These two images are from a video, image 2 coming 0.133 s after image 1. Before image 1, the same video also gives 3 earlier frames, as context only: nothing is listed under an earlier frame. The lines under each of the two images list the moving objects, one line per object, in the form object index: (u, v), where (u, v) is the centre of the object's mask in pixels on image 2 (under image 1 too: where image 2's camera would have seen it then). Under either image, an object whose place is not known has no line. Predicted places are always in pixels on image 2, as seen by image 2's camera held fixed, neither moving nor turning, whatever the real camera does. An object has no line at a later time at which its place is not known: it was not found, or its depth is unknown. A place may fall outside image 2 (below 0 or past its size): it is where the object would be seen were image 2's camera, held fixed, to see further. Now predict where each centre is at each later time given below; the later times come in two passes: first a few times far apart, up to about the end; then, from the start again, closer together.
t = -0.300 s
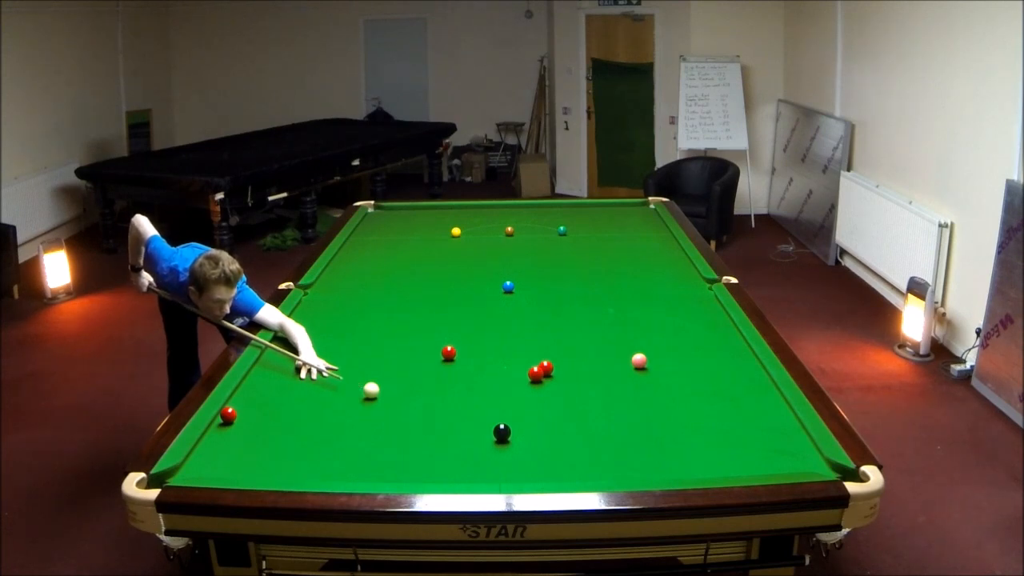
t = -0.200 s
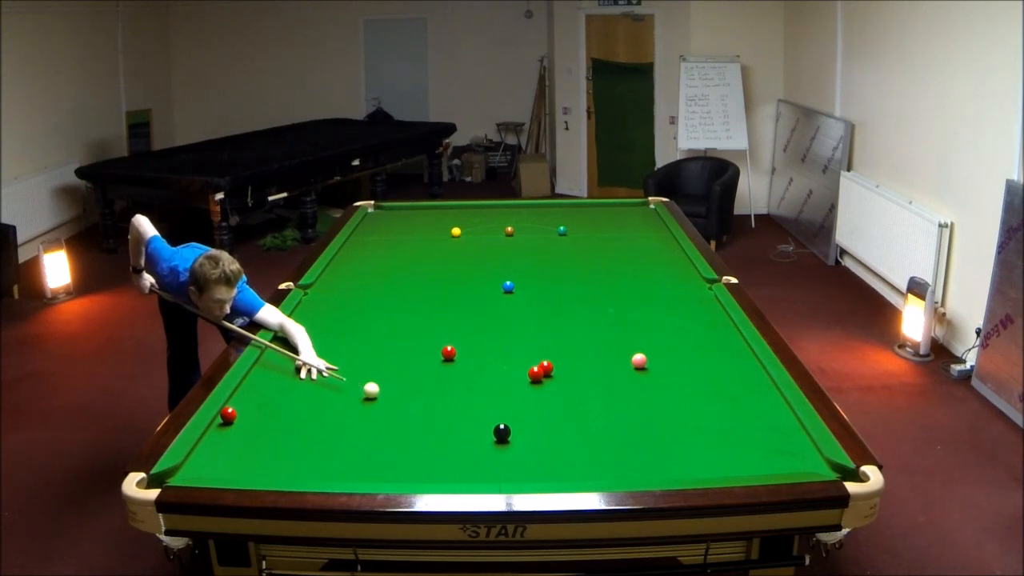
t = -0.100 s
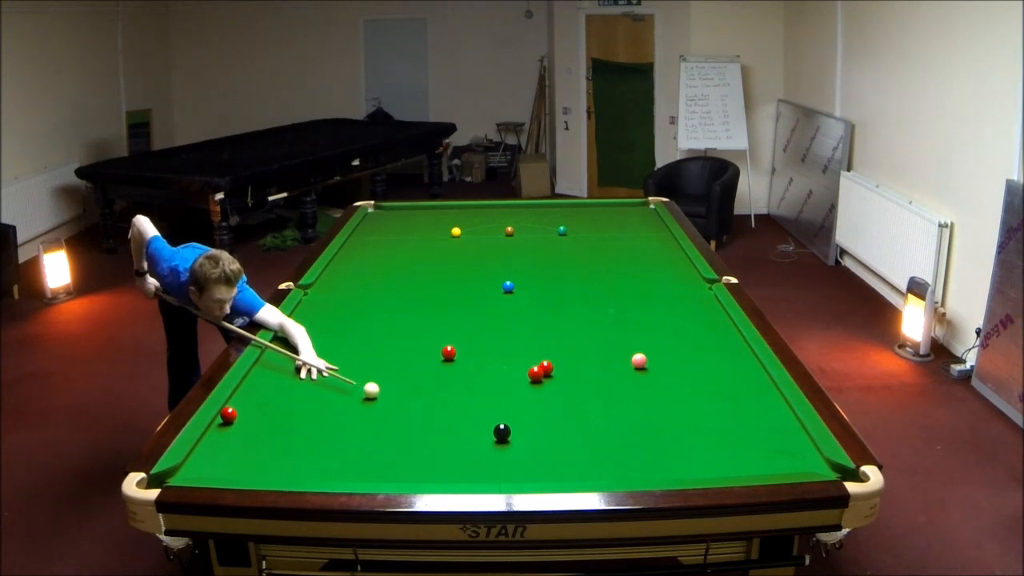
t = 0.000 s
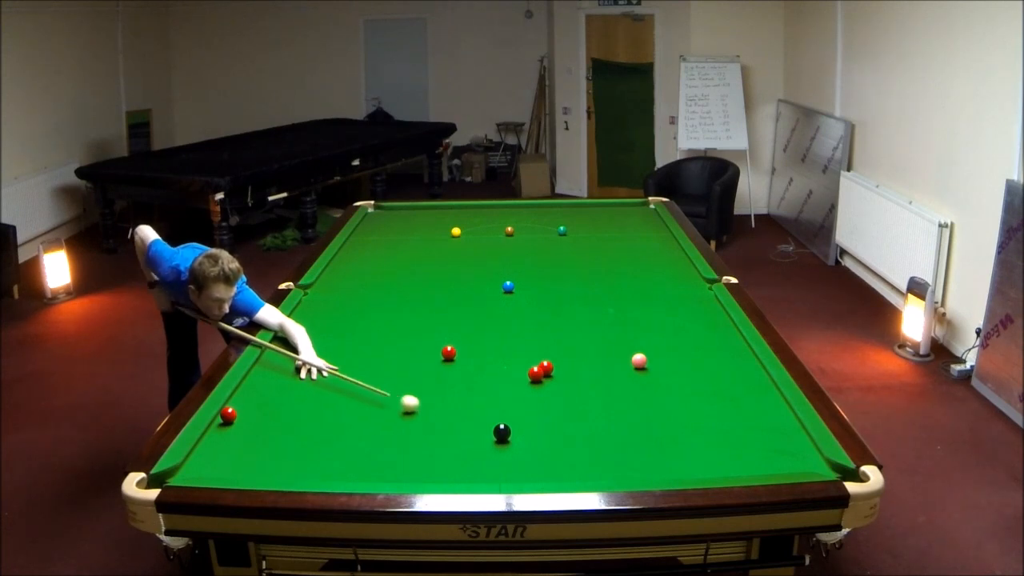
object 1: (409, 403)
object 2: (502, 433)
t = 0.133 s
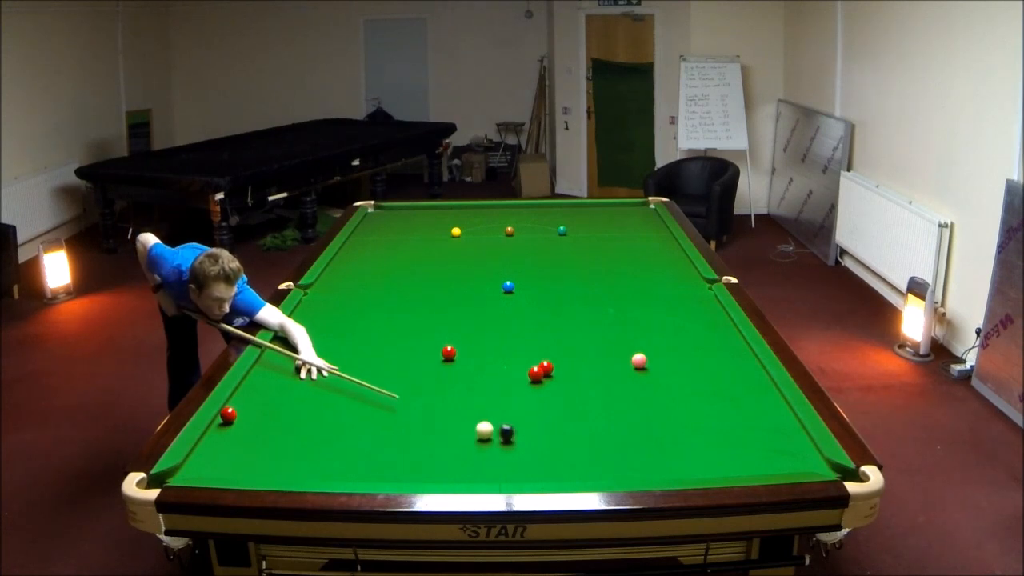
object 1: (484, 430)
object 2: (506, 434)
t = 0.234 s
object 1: (482, 441)
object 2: (570, 443)
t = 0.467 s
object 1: (493, 471)
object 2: (698, 458)
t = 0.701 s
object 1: (500, 468)
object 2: (815, 466)
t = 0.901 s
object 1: (503, 453)
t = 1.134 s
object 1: (506, 437)
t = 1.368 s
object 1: (508, 423)
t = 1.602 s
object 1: (510, 411)
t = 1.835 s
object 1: (512, 400)
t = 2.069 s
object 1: (514, 389)
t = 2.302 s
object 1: (515, 380)
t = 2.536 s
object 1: (517, 372)
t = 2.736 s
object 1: (518, 366)
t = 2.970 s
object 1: (519, 359)
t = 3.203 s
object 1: (521, 353)
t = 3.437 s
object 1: (521, 347)
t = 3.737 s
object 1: (522, 341)
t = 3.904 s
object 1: (523, 338)
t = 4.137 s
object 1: (523, 334)
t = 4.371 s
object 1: (523, 331)
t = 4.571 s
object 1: (524, 329)
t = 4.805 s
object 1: (523, 326)
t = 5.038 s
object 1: (523, 324)
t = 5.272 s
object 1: (523, 322)
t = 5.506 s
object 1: (523, 321)
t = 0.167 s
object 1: (482, 434)
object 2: (528, 437)
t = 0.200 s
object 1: (481, 438)
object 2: (550, 440)
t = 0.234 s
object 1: (482, 441)
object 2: (570, 443)
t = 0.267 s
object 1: (482, 446)
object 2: (591, 445)
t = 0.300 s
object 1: (484, 450)
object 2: (610, 448)
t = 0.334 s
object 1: (486, 454)
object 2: (629, 450)
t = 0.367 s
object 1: (488, 458)
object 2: (647, 452)
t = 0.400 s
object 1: (489, 462)
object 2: (664, 454)
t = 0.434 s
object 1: (491, 467)
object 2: (681, 456)
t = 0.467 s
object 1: (493, 471)
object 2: (698, 458)
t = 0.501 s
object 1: (495, 473)
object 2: (715, 460)
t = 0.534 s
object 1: (497, 476)
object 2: (732, 461)
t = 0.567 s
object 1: (498, 477)
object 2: (749, 463)
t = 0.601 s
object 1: (499, 475)
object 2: (764, 464)
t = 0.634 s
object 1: (499, 473)
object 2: (781, 464)
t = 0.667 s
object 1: (500, 470)
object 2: (798, 465)
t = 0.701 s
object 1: (500, 468)
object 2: (815, 466)
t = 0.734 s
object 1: (501, 465)
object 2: (832, 470)
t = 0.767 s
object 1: (501, 463)
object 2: (838, 473)
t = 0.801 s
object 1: (502, 460)
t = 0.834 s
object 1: (502, 458)
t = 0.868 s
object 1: (503, 455)
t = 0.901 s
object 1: (503, 453)
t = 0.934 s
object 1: (504, 451)
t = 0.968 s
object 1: (504, 448)
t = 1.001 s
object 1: (504, 446)
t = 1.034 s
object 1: (505, 444)
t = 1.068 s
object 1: (505, 442)
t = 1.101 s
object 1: (506, 440)
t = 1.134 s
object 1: (506, 437)
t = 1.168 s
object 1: (507, 435)
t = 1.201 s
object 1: (507, 433)
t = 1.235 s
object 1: (507, 431)
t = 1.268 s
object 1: (508, 429)
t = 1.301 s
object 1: (508, 427)
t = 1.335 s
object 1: (508, 425)
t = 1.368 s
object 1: (508, 423)
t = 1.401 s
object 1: (509, 421)
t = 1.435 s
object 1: (509, 420)
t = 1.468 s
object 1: (509, 418)
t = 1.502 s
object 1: (509, 416)
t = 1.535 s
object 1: (510, 414)
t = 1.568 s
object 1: (510, 413)
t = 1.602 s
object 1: (510, 411)
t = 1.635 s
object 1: (510, 409)
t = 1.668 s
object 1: (511, 407)
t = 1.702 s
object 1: (511, 406)
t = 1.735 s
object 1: (511, 404)
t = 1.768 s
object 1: (511, 403)
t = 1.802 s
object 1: (512, 401)
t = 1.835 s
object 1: (512, 400)
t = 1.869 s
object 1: (512, 398)
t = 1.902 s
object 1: (512, 396)
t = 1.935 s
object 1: (513, 395)
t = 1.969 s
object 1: (513, 393)
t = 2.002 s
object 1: (513, 392)
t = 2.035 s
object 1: (513, 391)
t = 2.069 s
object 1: (514, 389)
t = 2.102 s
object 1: (514, 388)
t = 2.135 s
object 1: (514, 386)
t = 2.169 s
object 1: (514, 385)
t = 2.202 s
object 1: (514, 384)
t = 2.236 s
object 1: (515, 383)
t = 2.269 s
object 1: (515, 381)
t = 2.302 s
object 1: (515, 380)
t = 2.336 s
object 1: (515, 379)
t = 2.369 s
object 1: (516, 378)
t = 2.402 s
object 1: (516, 376)
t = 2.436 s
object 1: (516, 375)
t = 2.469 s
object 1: (516, 374)
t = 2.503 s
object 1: (516, 373)
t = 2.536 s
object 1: (517, 372)
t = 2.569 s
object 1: (517, 371)
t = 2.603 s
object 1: (517, 370)
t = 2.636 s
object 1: (517, 369)
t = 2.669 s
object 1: (518, 368)
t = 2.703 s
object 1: (518, 366)
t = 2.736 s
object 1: (518, 366)
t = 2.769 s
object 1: (518, 365)
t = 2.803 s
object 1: (519, 364)
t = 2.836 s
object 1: (519, 363)
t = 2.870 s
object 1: (519, 362)
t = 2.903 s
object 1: (519, 361)
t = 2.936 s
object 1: (519, 360)
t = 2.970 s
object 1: (519, 359)
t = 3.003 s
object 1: (520, 358)
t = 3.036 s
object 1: (520, 357)
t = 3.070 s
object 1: (520, 356)
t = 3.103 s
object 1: (520, 355)
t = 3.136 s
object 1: (520, 354)
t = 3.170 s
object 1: (521, 354)
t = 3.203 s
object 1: (521, 353)
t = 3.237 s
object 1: (521, 352)
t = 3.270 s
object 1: (521, 351)
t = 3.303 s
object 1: (521, 350)
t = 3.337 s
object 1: (521, 350)
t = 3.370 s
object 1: (521, 349)
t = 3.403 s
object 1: (521, 348)
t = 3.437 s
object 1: (521, 347)
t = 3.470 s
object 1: (522, 347)
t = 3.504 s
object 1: (525, 347)
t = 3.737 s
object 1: (522, 341)
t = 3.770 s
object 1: (522, 340)
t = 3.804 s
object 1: (522, 340)
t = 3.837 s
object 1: (523, 339)
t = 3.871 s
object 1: (523, 339)
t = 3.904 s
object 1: (523, 338)
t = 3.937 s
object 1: (523, 338)
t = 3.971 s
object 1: (523, 337)
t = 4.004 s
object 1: (523, 336)
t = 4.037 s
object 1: (523, 336)
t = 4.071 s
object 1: (523, 336)
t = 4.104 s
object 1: (523, 335)
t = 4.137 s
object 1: (523, 334)
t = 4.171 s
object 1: (523, 334)
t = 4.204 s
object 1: (523, 333)
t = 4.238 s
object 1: (523, 333)
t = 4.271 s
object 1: (523, 333)
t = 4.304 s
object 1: (523, 332)
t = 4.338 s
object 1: (523, 332)
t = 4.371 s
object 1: (523, 331)
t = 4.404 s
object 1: (524, 331)
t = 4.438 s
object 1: (523, 330)
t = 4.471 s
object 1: (524, 330)
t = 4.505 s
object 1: (523, 329)
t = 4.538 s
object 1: (523, 329)
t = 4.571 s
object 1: (524, 329)
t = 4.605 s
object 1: (524, 328)
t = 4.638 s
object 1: (523, 328)
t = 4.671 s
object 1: (524, 327)
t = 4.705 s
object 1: (523, 327)
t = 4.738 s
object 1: (524, 327)
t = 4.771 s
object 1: (524, 326)
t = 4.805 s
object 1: (523, 326)
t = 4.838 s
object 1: (523, 326)
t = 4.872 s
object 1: (523, 326)
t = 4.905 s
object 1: (523, 325)
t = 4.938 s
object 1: (523, 325)
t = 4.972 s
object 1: (523, 325)
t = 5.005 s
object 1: (523, 324)
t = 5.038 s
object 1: (523, 324)
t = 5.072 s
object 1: (523, 324)
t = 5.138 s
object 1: (523, 323)
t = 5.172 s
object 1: (523, 323)
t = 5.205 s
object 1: (523, 323)
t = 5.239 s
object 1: (523, 323)
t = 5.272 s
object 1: (523, 322)
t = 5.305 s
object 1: (523, 322)
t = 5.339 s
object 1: (523, 322)
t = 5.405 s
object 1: (523, 322)
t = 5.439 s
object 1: (523, 322)
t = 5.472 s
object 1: (523, 321)
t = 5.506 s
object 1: (523, 321)
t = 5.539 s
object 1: (523, 321)
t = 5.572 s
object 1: (523, 321)
